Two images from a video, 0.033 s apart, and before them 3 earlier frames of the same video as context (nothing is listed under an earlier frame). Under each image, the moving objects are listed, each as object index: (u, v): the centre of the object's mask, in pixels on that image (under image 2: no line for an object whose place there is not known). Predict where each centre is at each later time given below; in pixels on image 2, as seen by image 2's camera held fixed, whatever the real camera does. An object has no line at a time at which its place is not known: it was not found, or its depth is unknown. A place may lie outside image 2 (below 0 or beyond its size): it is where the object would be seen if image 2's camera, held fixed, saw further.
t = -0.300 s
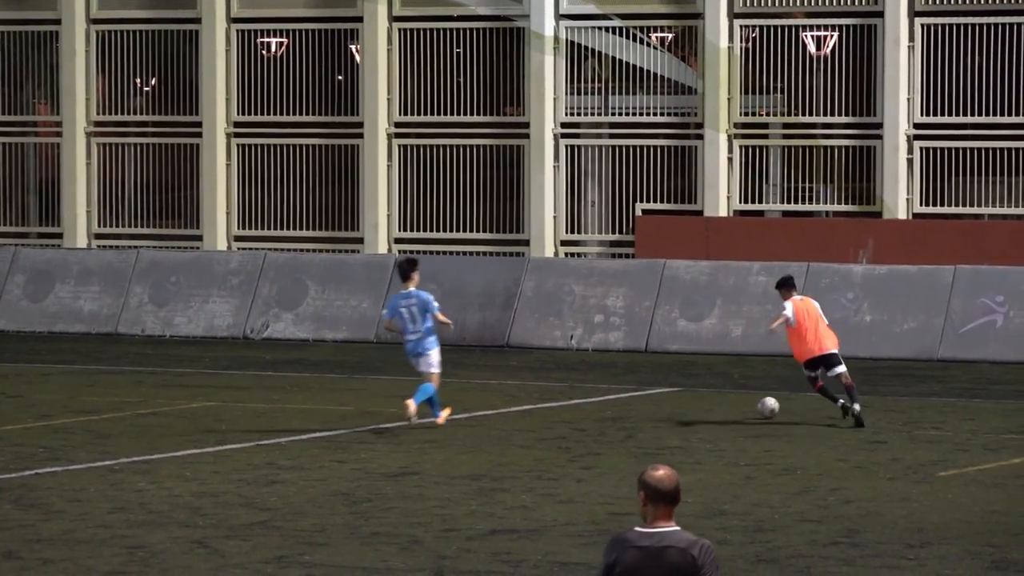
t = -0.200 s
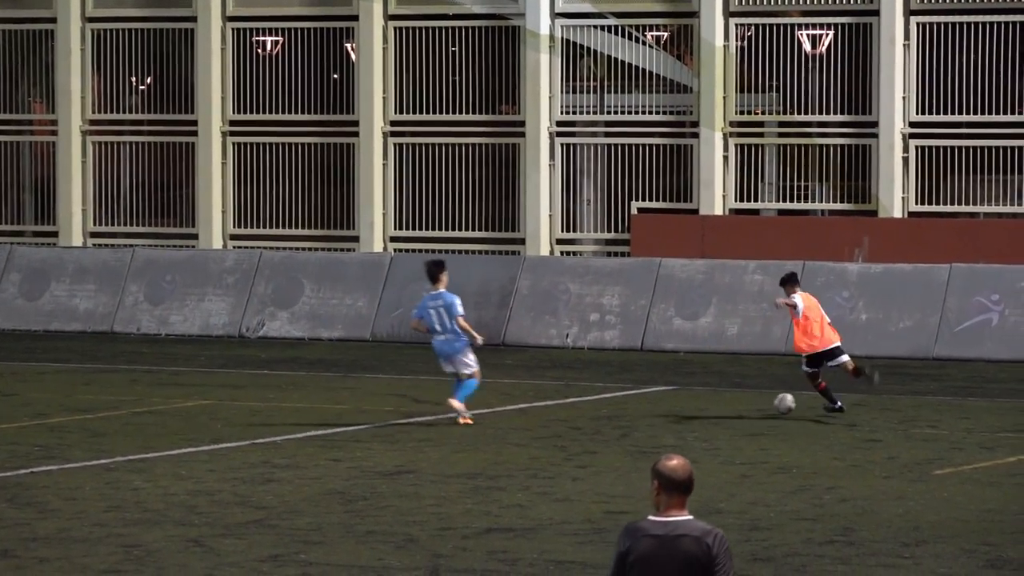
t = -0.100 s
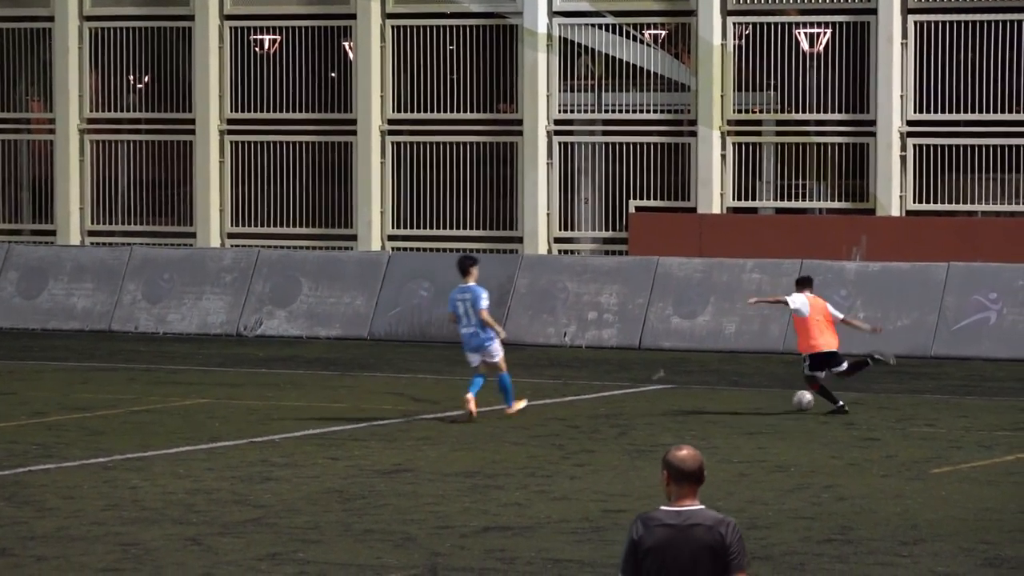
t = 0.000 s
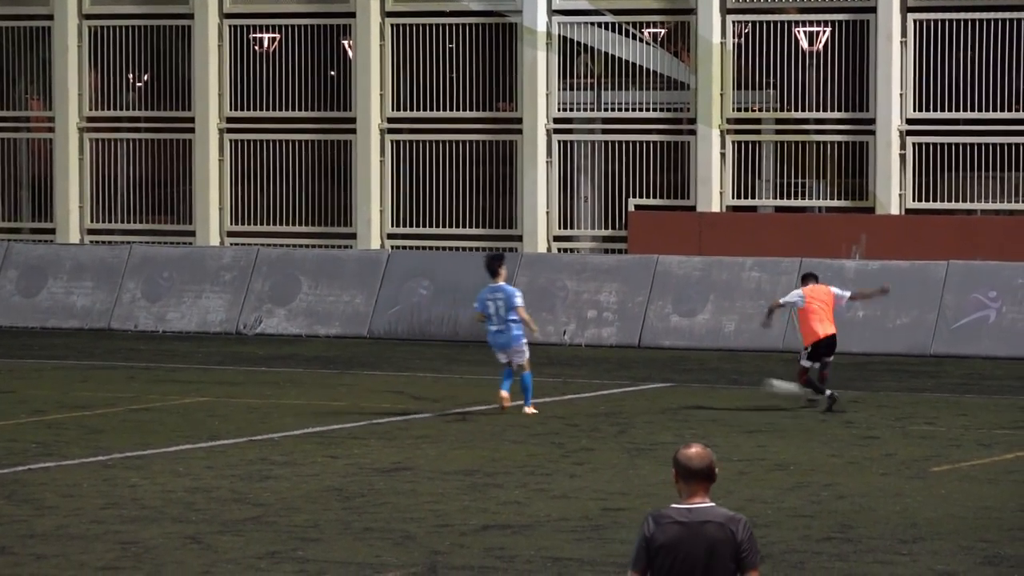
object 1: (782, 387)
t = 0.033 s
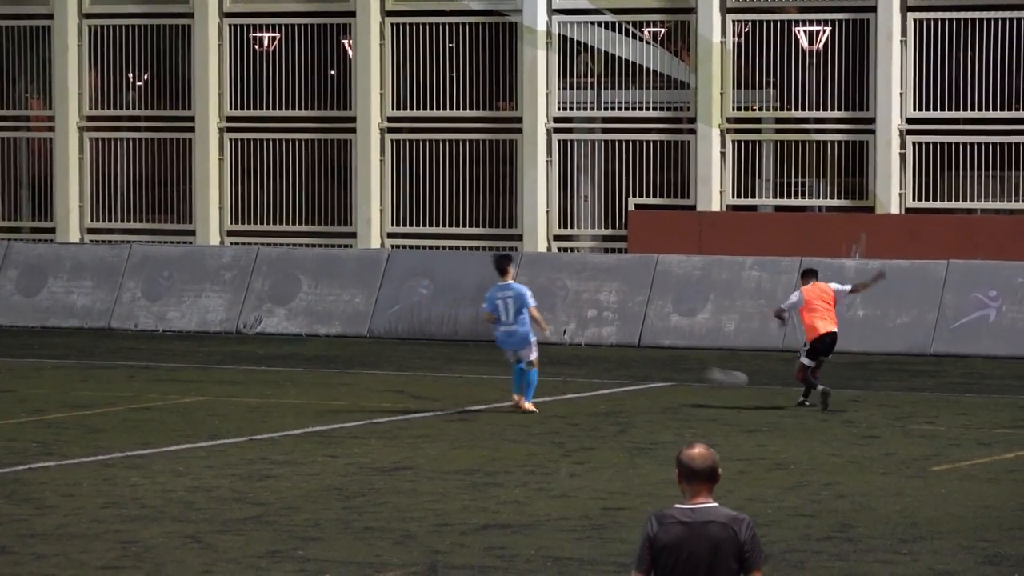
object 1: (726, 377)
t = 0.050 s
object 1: (698, 372)
